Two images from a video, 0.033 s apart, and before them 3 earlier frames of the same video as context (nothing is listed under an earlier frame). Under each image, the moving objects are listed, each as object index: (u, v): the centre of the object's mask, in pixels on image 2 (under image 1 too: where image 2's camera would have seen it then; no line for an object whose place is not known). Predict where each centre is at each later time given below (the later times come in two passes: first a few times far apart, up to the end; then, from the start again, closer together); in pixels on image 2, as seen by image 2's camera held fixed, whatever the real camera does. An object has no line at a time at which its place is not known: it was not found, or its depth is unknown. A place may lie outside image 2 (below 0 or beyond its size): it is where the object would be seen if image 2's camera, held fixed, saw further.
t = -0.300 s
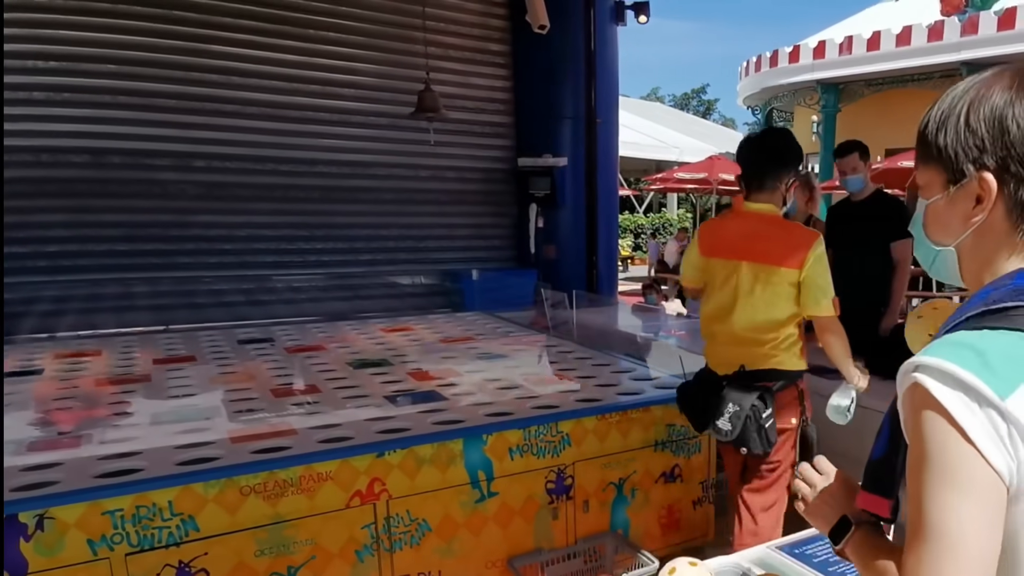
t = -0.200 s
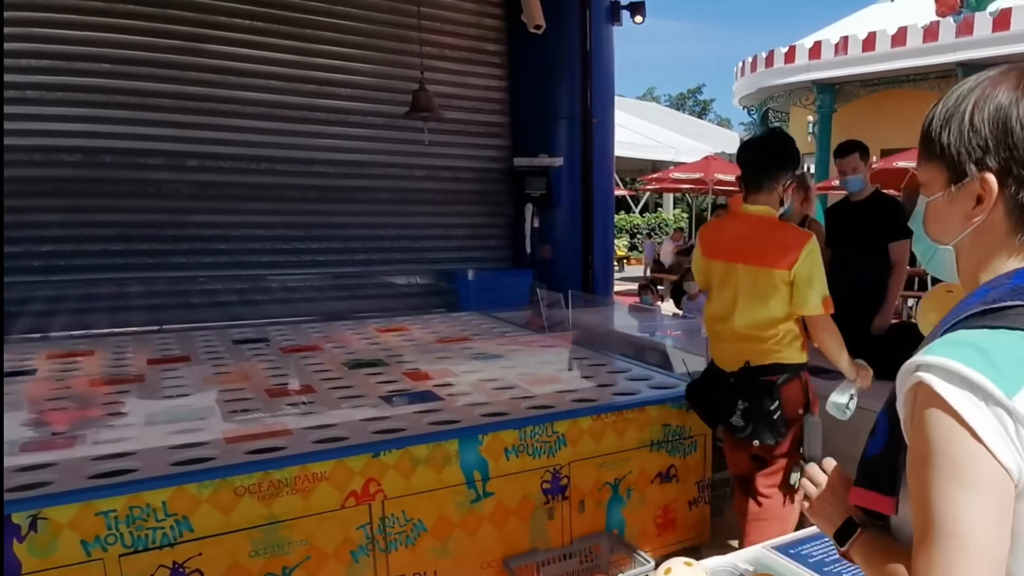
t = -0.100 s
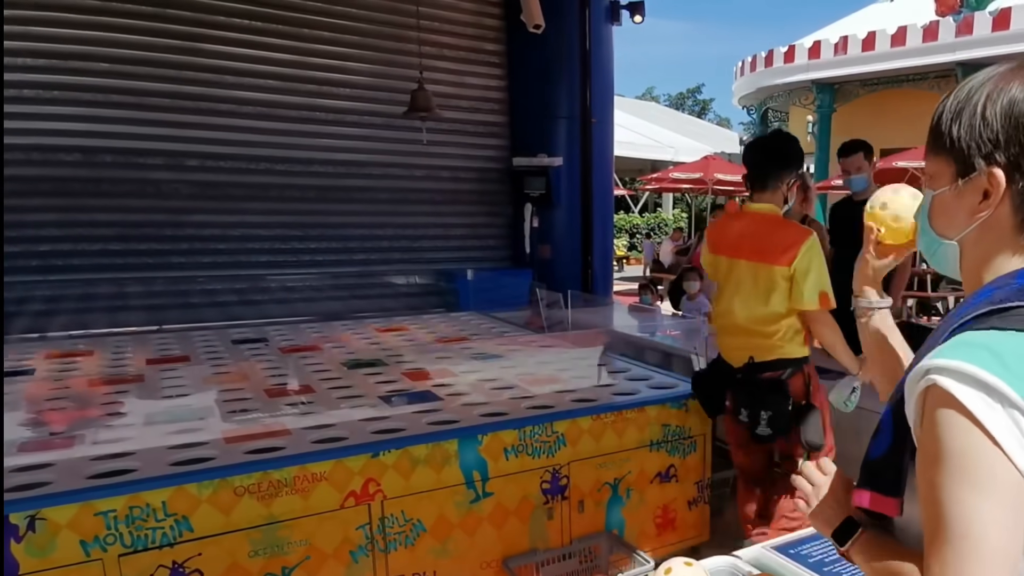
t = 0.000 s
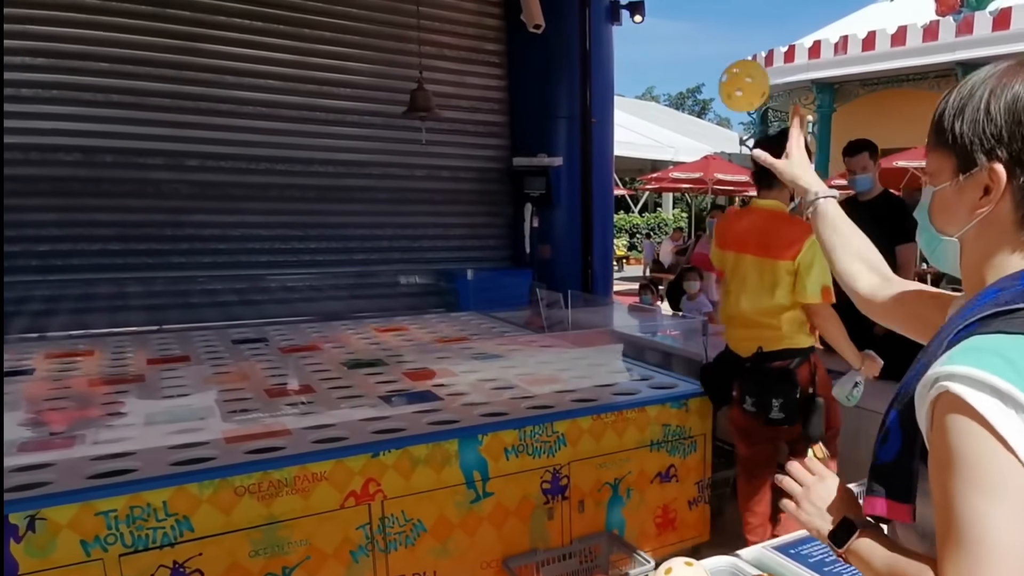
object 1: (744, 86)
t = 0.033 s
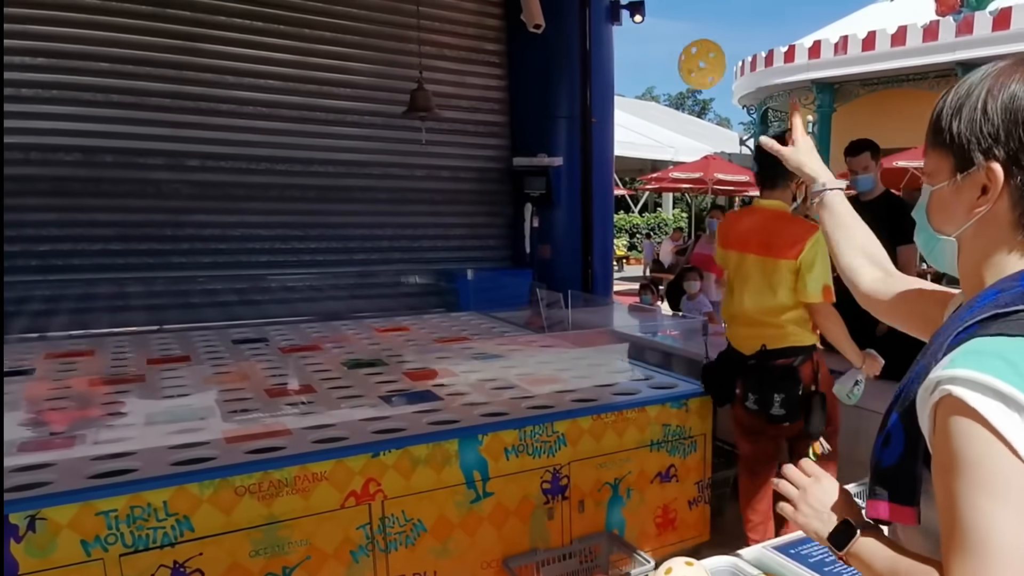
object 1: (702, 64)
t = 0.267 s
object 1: (512, 85)
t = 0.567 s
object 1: (411, 299)
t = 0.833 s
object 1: (446, 282)
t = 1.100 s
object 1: (512, 326)
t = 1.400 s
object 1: (589, 335)
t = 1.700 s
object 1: (670, 358)
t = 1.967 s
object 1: (661, 377)
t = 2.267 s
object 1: (681, 373)
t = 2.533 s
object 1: (669, 376)
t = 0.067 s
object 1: (665, 51)
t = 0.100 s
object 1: (631, 45)
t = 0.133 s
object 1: (601, 44)
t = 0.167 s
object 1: (575, 48)
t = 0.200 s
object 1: (552, 57)
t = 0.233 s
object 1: (531, 69)
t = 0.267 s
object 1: (512, 85)
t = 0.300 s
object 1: (495, 102)
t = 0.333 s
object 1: (480, 122)
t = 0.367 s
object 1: (467, 143)
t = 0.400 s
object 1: (455, 167)
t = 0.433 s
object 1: (444, 191)
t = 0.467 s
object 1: (434, 217)
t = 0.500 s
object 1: (426, 244)
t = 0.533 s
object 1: (418, 271)
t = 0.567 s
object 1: (411, 299)
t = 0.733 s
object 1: (425, 309)
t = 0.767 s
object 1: (432, 297)
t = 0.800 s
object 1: (440, 287)
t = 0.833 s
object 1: (446, 282)
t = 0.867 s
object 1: (453, 277)
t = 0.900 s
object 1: (460, 276)
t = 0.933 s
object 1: (469, 276)
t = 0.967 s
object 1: (478, 281)
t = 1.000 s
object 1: (485, 288)
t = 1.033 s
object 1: (493, 298)
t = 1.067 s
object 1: (502, 310)
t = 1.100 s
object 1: (512, 326)
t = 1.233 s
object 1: (548, 345)
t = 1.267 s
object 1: (556, 340)
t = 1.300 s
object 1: (564, 334)
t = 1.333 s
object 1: (572, 332)
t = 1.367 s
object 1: (581, 332)
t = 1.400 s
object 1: (589, 335)
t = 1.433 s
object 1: (599, 338)
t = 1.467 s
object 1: (609, 350)
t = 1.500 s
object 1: (617, 364)
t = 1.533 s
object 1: (625, 369)
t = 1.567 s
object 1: (635, 360)
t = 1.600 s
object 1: (644, 354)
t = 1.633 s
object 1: (652, 353)
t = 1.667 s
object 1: (661, 353)
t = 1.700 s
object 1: (670, 358)
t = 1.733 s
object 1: (678, 362)
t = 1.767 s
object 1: (681, 371)
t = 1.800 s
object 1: (679, 371)
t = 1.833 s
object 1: (675, 369)
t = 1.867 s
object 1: (668, 370)
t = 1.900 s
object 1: (664, 373)
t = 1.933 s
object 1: (657, 376)
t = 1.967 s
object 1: (661, 377)
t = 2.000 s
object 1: (666, 377)
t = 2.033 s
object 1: (669, 373)
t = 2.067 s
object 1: (672, 370)
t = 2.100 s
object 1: (676, 371)
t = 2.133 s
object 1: (679, 374)
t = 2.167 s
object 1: (681, 373)
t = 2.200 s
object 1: (681, 374)
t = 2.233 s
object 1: (681, 373)
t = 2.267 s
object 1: (681, 373)
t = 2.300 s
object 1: (680, 373)
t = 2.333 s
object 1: (679, 373)
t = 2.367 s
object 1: (678, 373)
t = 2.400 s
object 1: (677, 373)
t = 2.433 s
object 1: (676, 373)
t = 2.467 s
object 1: (674, 374)
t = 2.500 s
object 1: (672, 374)
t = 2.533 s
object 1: (669, 376)
